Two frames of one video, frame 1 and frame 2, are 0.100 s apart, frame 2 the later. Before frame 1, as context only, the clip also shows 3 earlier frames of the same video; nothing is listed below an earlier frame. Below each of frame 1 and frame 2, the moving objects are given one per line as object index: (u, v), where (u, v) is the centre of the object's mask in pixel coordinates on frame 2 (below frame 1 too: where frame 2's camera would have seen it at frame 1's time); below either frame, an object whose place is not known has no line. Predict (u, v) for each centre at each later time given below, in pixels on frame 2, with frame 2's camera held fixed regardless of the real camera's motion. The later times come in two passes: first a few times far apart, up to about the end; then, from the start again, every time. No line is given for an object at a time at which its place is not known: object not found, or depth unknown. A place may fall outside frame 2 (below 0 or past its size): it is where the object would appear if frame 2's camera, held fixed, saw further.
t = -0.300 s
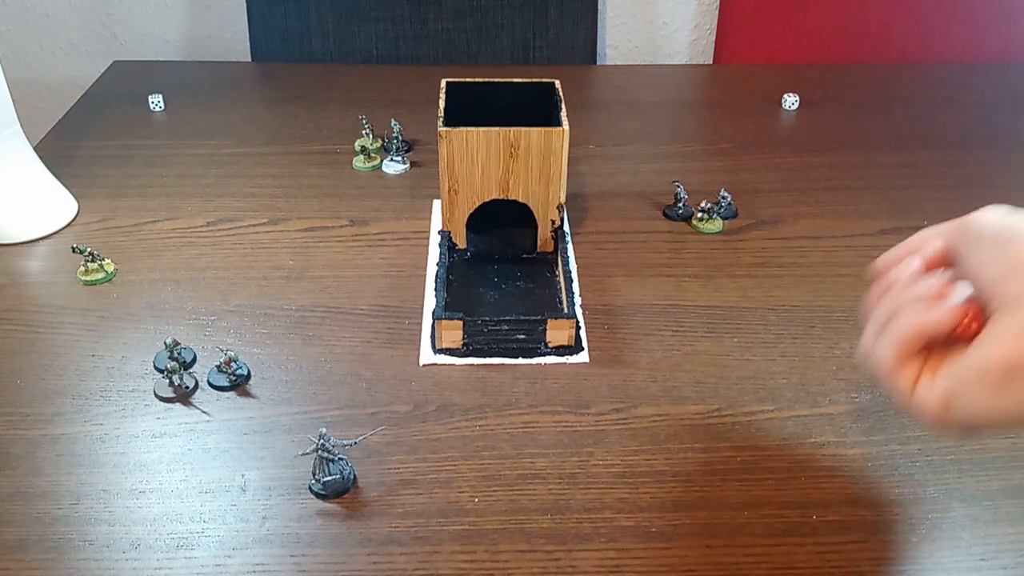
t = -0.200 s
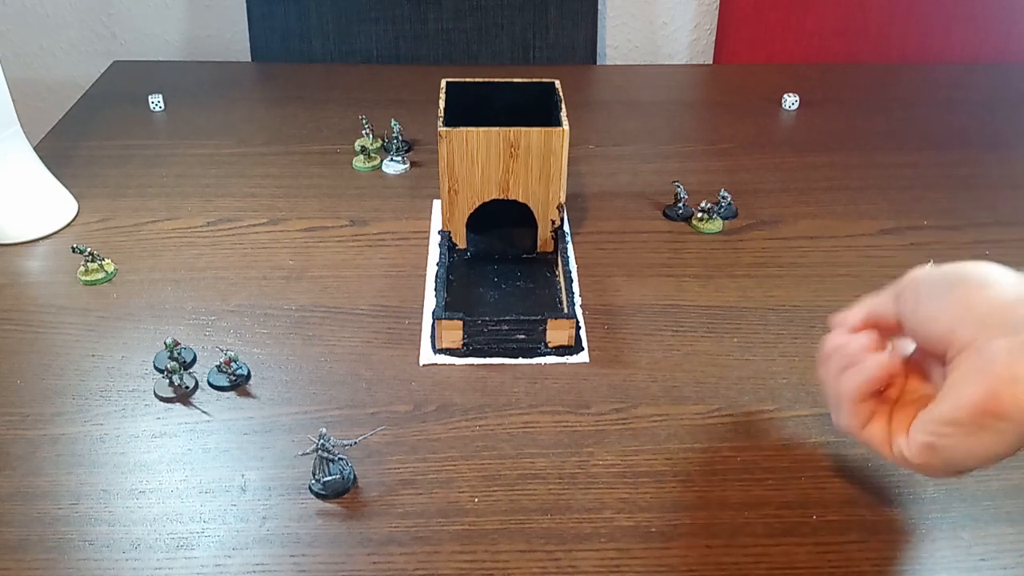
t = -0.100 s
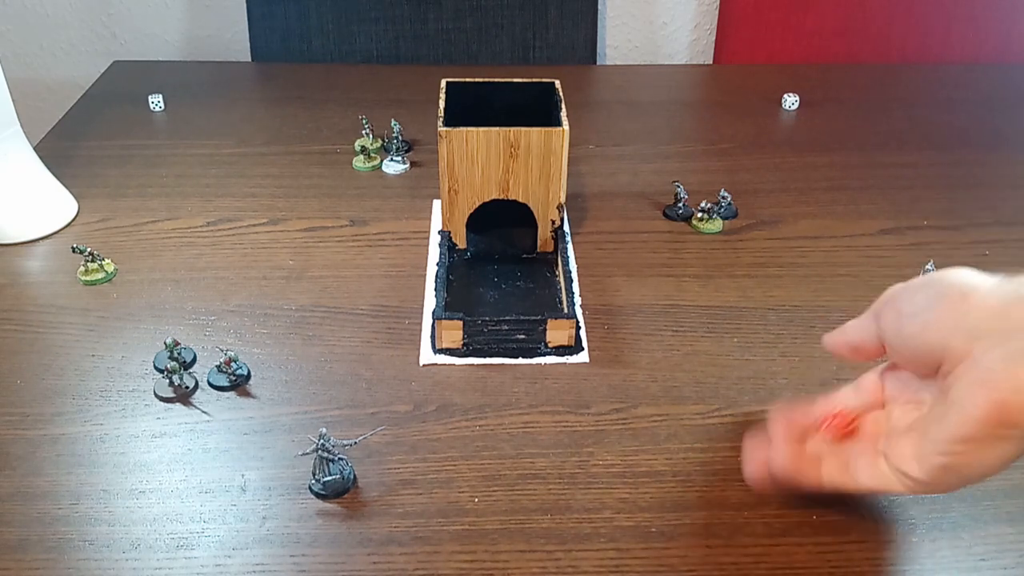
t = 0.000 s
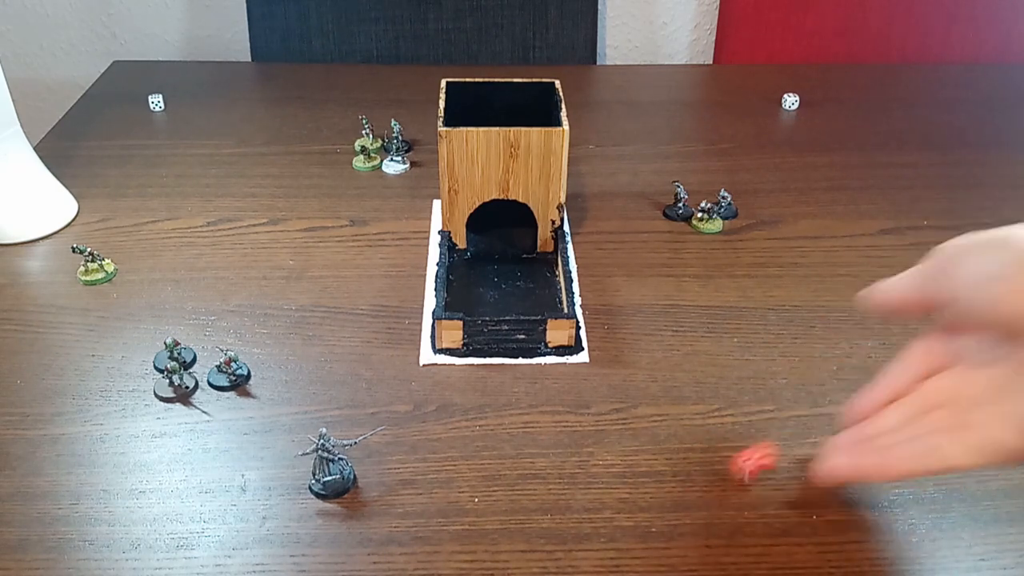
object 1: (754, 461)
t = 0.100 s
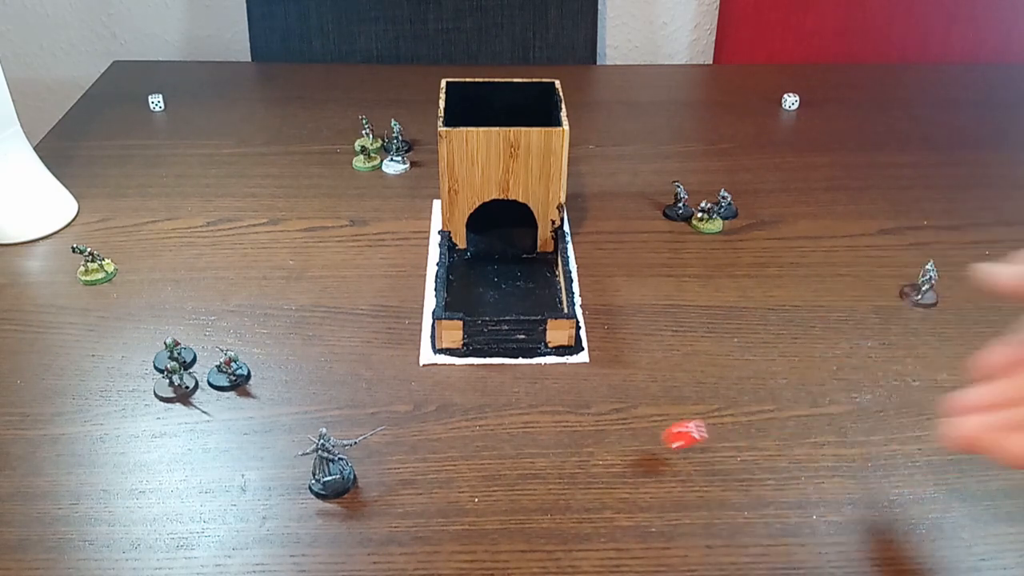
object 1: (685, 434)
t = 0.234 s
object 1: (598, 417)
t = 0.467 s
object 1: (501, 360)
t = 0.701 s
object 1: (476, 380)
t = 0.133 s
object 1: (657, 440)
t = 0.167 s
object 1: (637, 434)
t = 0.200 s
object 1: (616, 425)
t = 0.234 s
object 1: (598, 417)
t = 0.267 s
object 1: (581, 408)
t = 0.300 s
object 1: (564, 396)
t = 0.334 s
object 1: (548, 393)
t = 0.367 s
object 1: (534, 386)
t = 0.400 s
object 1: (522, 377)
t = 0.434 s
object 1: (511, 368)
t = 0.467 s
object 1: (501, 360)
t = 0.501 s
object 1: (494, 354)
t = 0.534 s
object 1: (488, 355)
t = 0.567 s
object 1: (483, 357)
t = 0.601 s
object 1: (481, 362)
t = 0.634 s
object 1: (480, 367)
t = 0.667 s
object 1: (479, 374)
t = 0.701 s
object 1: (476, 380)
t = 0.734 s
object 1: (472, 385)
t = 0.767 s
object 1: (470, 389)
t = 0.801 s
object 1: (470, 391)
